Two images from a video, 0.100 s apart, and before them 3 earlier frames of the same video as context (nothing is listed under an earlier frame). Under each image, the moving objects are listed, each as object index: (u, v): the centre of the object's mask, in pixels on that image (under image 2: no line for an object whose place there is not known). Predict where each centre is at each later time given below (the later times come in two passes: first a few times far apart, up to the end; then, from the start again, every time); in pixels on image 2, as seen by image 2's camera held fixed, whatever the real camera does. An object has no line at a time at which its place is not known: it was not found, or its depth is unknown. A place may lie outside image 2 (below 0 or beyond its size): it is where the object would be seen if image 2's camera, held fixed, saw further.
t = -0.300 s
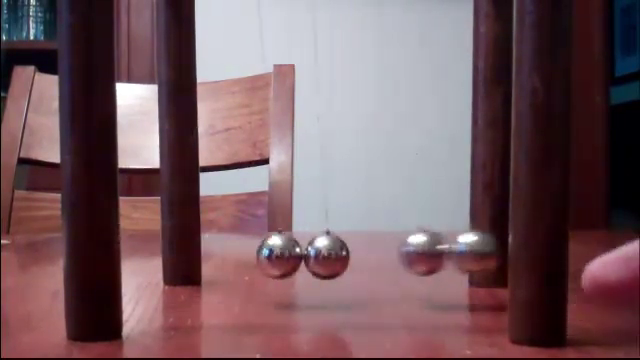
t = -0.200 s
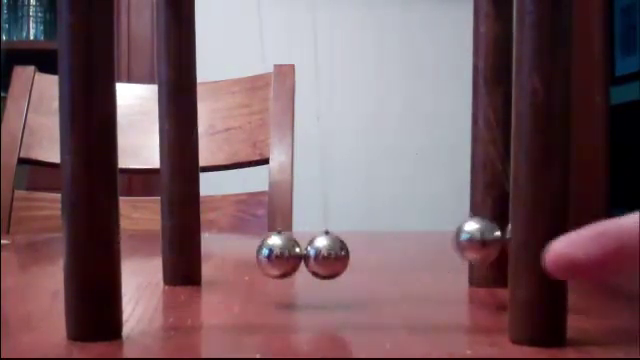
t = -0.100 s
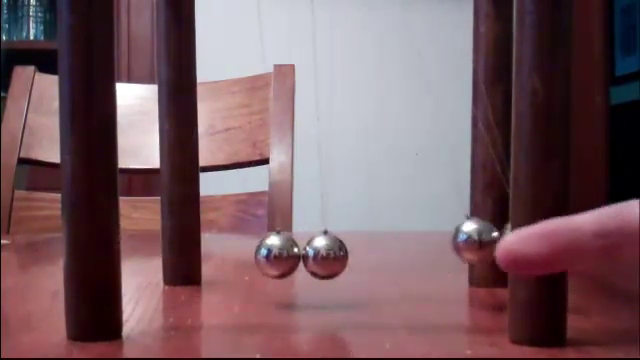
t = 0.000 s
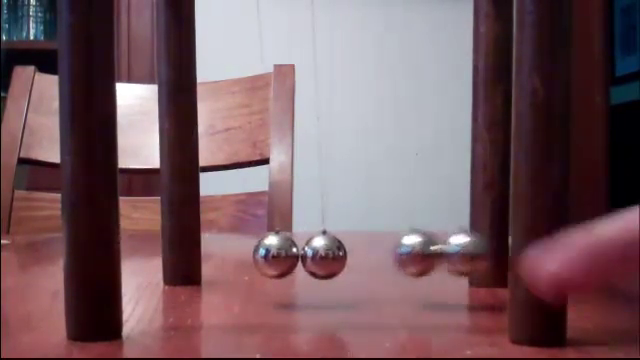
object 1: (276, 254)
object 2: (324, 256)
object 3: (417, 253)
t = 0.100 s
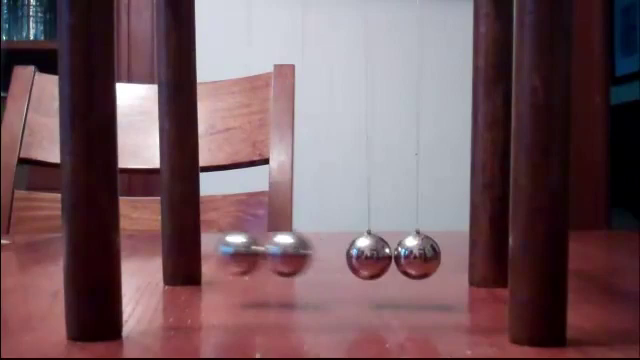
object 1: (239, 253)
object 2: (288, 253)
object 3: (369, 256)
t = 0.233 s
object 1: (174, 236)
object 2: (222, 238)
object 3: (370, 256)
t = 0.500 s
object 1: (283, 255)
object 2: (330, 256)
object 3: (394, 255)
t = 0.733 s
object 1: (277, 255)
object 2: (325, 256)
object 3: (473, 241)
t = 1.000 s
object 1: (198, 245)
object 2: (246, 246)
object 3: (367, 256)
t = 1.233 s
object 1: (219, 249)
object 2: (269, 251)
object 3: (378, 256)
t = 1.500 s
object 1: (281, 255)
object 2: (329, 256)
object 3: (478, 239)
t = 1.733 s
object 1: (268, 255)
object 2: (316, 256)
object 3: (365, 256)
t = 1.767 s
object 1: (246, 254)
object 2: (293, 254)
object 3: (362, 256)
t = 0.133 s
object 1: (214, 248)
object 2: (263, 250)
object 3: (369, 256)
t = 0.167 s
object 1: (193, 244)
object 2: (244, 245)
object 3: (369, 256)
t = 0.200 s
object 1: (180, 239)
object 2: (229, 241)
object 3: (370, 256)
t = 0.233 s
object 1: (174, 236)
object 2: (222, 238)
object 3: (370, 256)
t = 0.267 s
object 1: (171, 235)
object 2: (219, 237)
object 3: (371, 256)
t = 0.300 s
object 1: (174, 236)
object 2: (223, 238)
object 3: (372, 256)
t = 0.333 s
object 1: (183, 240)
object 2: (232, 242)
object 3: (373, 256)
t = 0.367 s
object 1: (197, 245)
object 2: (247, 246)
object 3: (374, 256)
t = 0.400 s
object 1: (219, 250)
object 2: (268, 251)
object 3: (375, 256)
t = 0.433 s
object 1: (244, 254)
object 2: (294, 254)
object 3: (376, 256)
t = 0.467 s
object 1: (274, 254)
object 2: (322, 256)
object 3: (376, 256)
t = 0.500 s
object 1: (283, 255)
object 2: (330, 256)
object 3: (394, 255)
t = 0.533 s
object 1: (283, 255)
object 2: (330, 256)
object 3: (419, 253)
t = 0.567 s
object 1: (282, 255)
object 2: (330, 256)
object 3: (442, 249)
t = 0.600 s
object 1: (282, 255)
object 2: (329, 256)
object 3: (460, 244)
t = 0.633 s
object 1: (281, 255)
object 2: (329, 256)
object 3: (474, 241)
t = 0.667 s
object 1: (280, 255)
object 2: (327, 256)
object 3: (481, 239)
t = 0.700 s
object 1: (278, 255)
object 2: (326, 256)
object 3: (480, 239)
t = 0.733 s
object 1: (277, 255)
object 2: (325, 256)
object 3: (473, 241)
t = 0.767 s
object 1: (276, 255)
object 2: (323, 256)
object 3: (461, 245)
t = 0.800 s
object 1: (275, 255)
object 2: (322, 256)
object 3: (440, 249)
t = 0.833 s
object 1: (273, 255)
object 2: (321, 256)
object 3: (417, 253)
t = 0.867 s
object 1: (273, 255)
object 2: (320, 256)
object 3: (389, 256)
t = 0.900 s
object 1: (272, 253)
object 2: (317, 256)
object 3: (366, 256)
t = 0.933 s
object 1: (245, 252)
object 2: (290, 253)
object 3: (366, 256)
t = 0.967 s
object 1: (218, 249)
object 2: (266, 250)
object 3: (366, 256)
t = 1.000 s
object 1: (198, 245)
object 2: (246, 246)
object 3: (367, 256)
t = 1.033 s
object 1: (184, 240)
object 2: (231, 242)
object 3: (368, 256)
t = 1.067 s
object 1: (177, 237)
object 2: (224, 239)
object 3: (369, 256)
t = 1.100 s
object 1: (173, 235)
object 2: (221, 238)
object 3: (371, 256)
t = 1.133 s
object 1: (176, 237)
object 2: (224, 239)
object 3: (372, 256)
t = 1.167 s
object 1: (184, 240)
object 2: (233, 242)
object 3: (374, 256)
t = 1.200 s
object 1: (198, 245)
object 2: (248, 246)
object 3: (376, 256)
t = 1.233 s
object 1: (219, 249)
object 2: (269, 251)
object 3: (378, 256)
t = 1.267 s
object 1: (244, 254)
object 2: (294, 254)
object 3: (379, 256)
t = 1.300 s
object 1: (272, 255)
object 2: (321, 255)
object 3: (380, 256)
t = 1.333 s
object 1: (286, 255)
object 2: (334, 256)
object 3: (391, 256)
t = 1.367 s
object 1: (286, 255)
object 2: (334, 256)
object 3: (417, 254)
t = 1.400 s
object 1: (286, 255)
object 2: (333, 256)
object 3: (440, 249)
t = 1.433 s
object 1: (285, 255)
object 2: (332, 256)
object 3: (458, 244)
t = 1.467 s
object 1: (283, 255)
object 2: (331, 256)
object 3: (472, 241)
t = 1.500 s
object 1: (281, 255)
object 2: (329, 256)
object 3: (478, 239)
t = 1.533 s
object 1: (279, 255)
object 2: (326, 256)
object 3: (478, 239)
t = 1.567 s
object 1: (277, 255)
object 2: (324, 256)
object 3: (471, 242)
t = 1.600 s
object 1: (274, 255)
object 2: (322, 256)
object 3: (458, 245)
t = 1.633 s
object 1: (272, 255)
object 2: (320, 256)
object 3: (441, 249)
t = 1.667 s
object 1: (271, 255)
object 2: (318, 256)
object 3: (417, 253)
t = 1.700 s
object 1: (269, 255)
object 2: (317, 256)
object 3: (391, 256)
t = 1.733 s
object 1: (268, 255)
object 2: (316, 256)
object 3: (365, 256)
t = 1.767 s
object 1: (246, 254)
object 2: (293, 254)
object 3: (362, 256)
